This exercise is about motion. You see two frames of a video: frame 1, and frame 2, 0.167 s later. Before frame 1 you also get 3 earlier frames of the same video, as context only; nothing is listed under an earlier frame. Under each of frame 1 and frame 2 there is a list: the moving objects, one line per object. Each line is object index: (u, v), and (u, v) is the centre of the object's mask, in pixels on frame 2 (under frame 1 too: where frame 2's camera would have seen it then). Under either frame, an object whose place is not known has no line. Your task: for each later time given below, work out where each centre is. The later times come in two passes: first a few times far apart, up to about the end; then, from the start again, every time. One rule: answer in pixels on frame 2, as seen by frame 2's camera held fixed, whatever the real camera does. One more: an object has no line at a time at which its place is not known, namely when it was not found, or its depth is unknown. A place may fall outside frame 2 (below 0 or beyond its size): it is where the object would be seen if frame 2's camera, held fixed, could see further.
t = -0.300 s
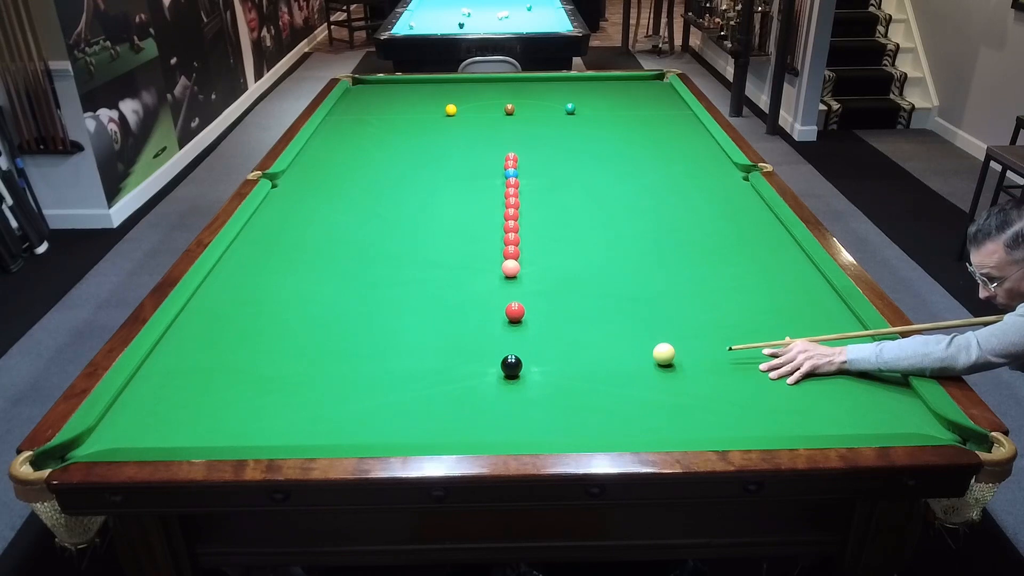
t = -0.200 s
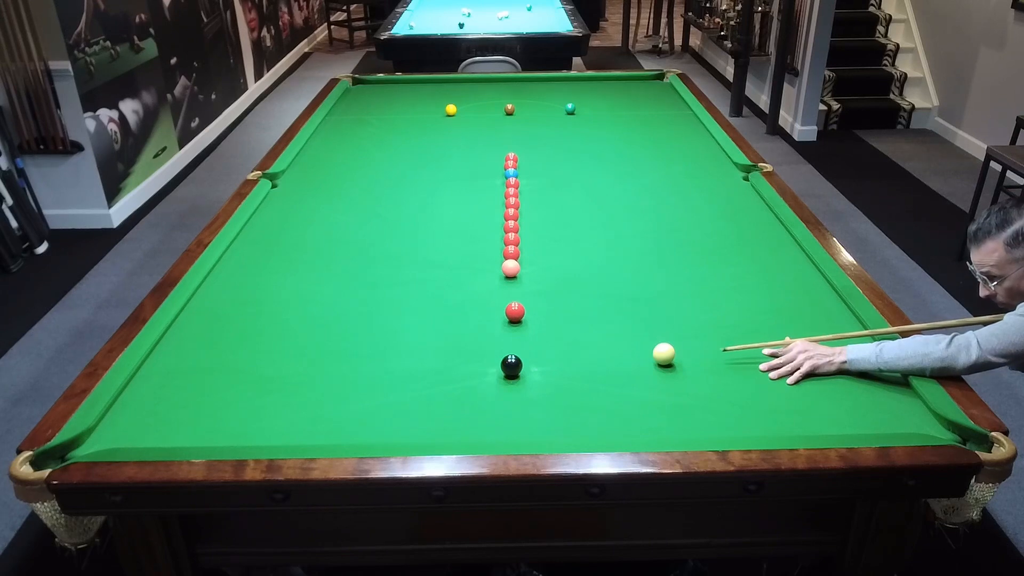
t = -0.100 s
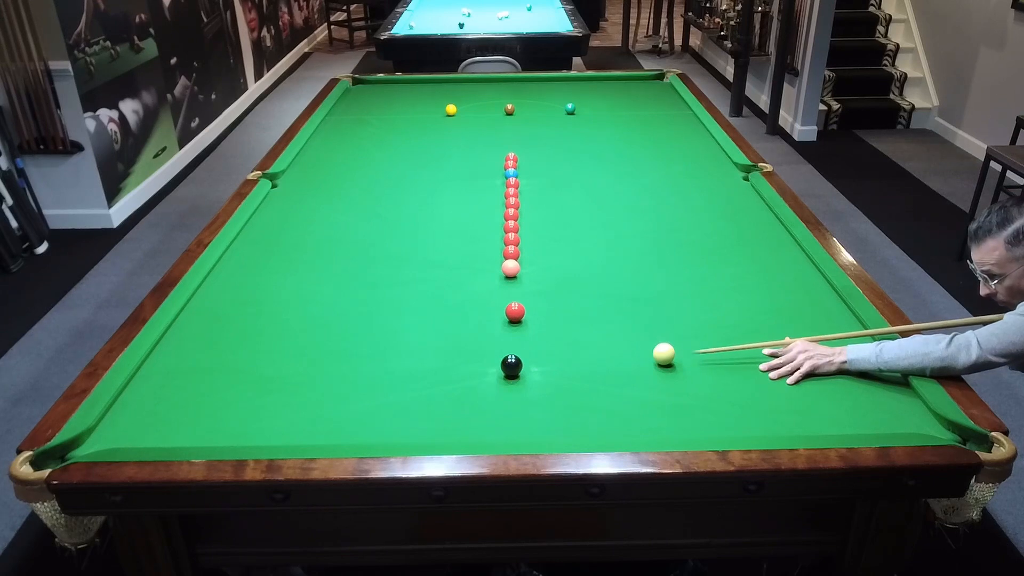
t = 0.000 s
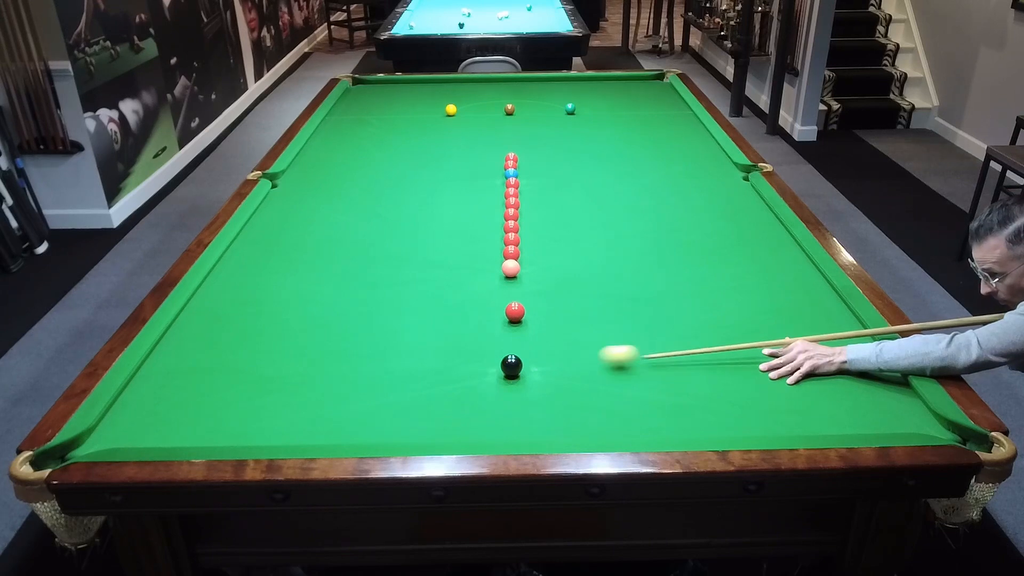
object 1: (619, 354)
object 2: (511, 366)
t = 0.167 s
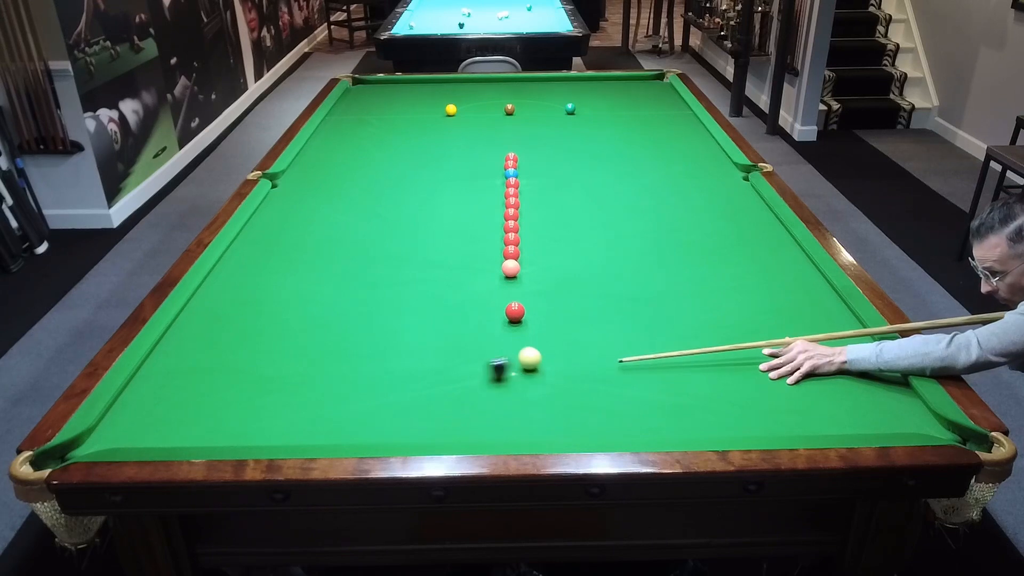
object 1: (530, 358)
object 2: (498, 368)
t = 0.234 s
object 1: (523, 355)
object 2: (471, 374)
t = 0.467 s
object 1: (499, 342)
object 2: (395, 390)
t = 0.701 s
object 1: (478, 333)
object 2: (319, 405)
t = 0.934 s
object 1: (458, 324)
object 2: (242, 420)
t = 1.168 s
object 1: (442, 315)
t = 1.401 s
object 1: (427, 308)
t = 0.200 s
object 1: (526, 356)
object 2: (484, 371)
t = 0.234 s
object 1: (523, 355)
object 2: (471, 374)
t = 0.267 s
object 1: (519, 353)
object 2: (459, 377)
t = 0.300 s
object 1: (516, 351)
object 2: (448, 379)
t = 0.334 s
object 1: (512, 349)
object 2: (438, 381)
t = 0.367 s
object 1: (509, 347)
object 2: (427, 383)
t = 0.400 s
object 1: (505, 346)
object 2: (416, 386)
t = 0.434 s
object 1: (502, 344)
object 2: (406, 388)
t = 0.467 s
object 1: (499, 342)
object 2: (395, 390)
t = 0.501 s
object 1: (496, 341)
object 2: (384, 392)
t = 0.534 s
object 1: (493, 340)
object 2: (374, 394)
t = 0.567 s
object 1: (489, 338)
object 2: (363, 396)
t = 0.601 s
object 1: (486, 337)
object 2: (352, 398)
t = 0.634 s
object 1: (483, 335)
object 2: (341, 400)
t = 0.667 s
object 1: (480, 334)
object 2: (330, 403)
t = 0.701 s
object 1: (478, 333)
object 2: (319, 405)
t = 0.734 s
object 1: (475, 331)
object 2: (308, 407)
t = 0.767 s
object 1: (472, 330)
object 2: (297, 409)
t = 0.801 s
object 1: (469, 329)
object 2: (286, 412)
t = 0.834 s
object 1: (466, 327)
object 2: (275, 414)
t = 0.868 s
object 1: (464, 326)
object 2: (264, 415)
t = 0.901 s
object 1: (461, 325)
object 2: (253, 418)
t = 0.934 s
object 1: (458, 324)
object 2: (242, 420)
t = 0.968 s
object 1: (456, 322)
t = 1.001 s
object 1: (453, 321)
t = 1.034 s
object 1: (451, 320)
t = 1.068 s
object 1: (448, 319)
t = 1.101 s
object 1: (446, 318)
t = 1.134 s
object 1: (444, 317)
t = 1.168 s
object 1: (442, 315)
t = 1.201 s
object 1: (439, 315)
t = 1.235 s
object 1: (437, 314)
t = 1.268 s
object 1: (435, 312)
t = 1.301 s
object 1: (433, 311)
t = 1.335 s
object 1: (431, 310)
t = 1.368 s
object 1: (429, 309)
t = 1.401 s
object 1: (427, 308)
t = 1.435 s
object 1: (425, 308)
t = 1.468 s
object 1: (423, 307)
